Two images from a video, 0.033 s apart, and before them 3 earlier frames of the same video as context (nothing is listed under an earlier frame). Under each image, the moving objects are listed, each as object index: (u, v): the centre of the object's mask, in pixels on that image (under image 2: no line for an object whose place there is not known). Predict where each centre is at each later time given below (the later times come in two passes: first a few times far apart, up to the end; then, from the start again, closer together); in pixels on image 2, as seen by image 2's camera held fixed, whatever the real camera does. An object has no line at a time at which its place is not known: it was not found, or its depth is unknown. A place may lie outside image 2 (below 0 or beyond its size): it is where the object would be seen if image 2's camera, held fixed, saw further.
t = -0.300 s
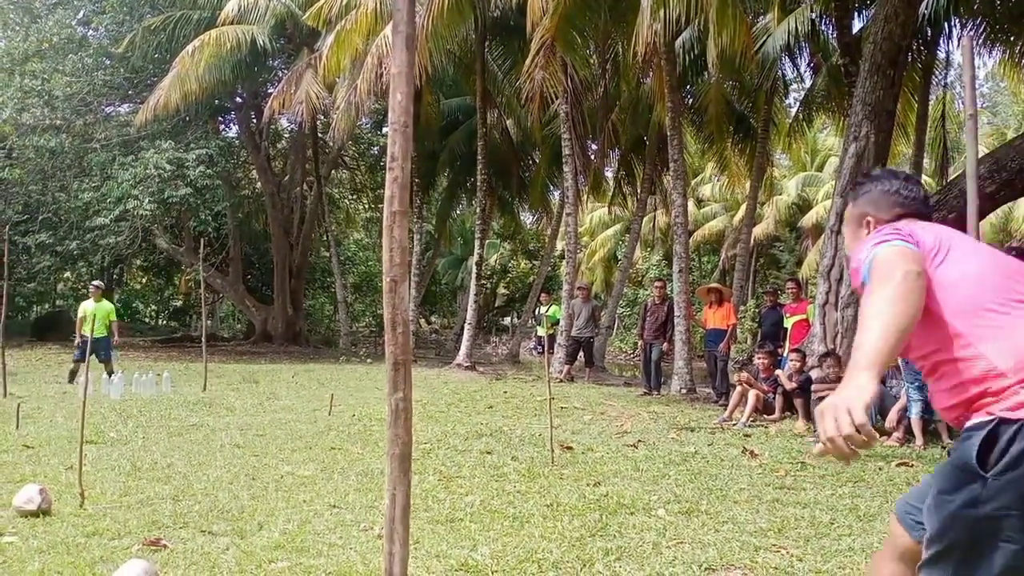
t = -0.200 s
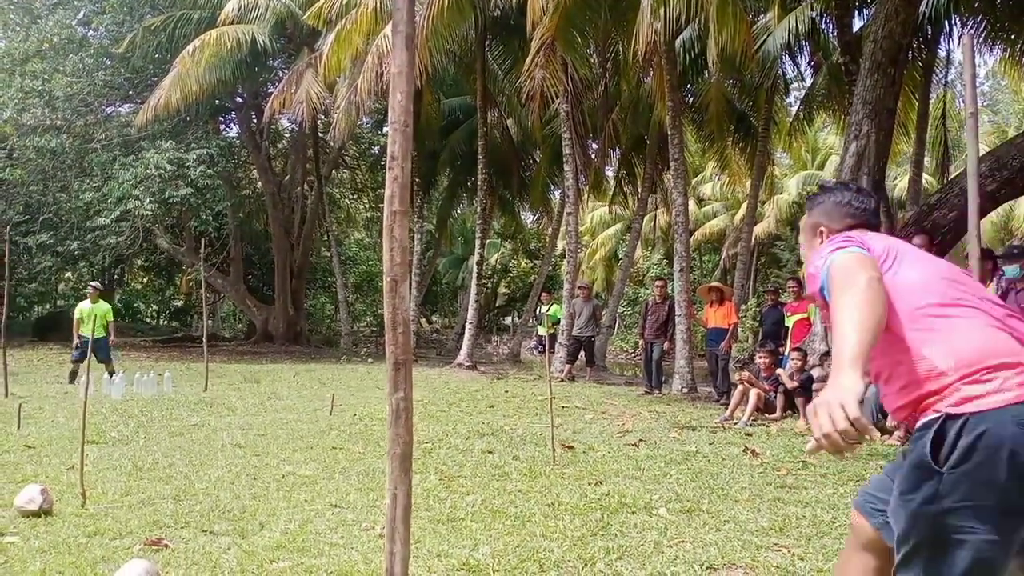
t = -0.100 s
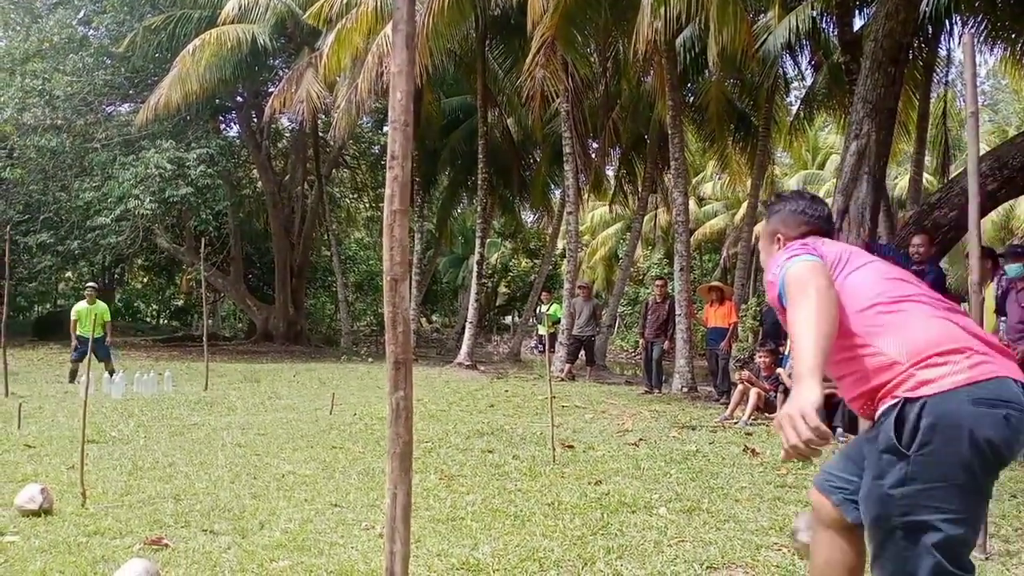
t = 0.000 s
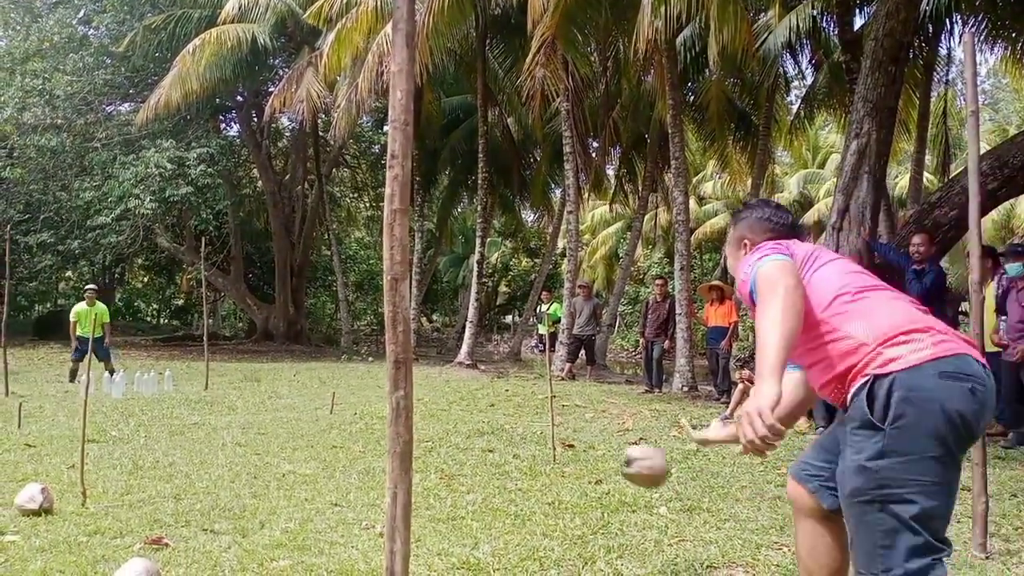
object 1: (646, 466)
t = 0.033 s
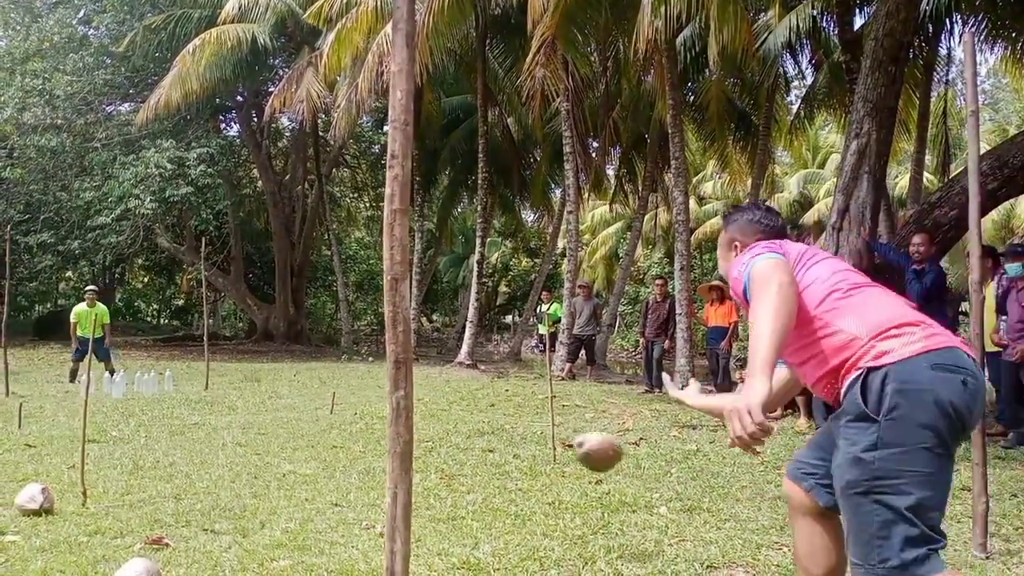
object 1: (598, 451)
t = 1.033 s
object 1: (159, 412)
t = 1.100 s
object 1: (151, 403)
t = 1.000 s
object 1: (164, 419)
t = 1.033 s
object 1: (159, 412)
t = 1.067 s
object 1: (156, 406)
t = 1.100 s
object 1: (151, 403)
